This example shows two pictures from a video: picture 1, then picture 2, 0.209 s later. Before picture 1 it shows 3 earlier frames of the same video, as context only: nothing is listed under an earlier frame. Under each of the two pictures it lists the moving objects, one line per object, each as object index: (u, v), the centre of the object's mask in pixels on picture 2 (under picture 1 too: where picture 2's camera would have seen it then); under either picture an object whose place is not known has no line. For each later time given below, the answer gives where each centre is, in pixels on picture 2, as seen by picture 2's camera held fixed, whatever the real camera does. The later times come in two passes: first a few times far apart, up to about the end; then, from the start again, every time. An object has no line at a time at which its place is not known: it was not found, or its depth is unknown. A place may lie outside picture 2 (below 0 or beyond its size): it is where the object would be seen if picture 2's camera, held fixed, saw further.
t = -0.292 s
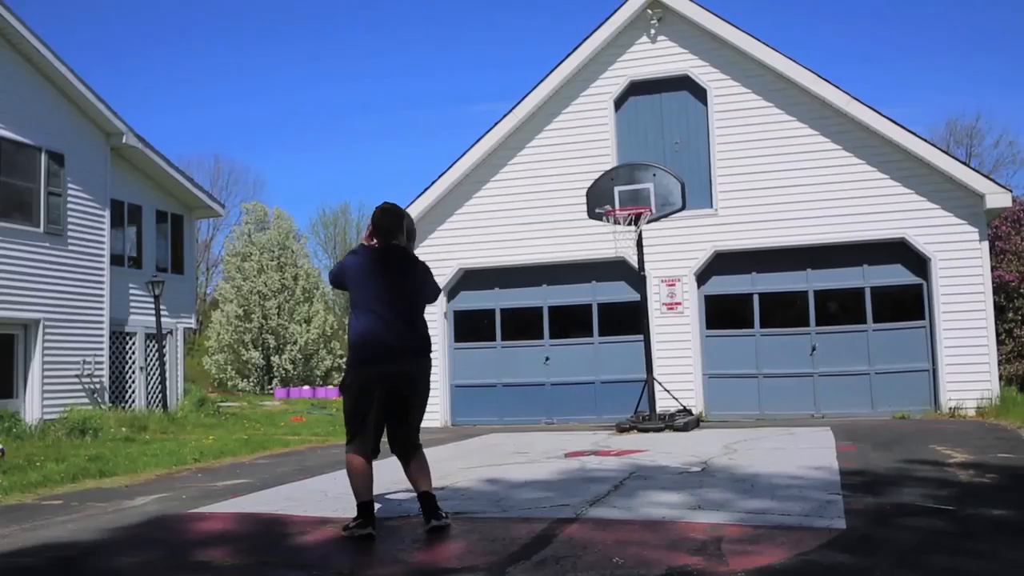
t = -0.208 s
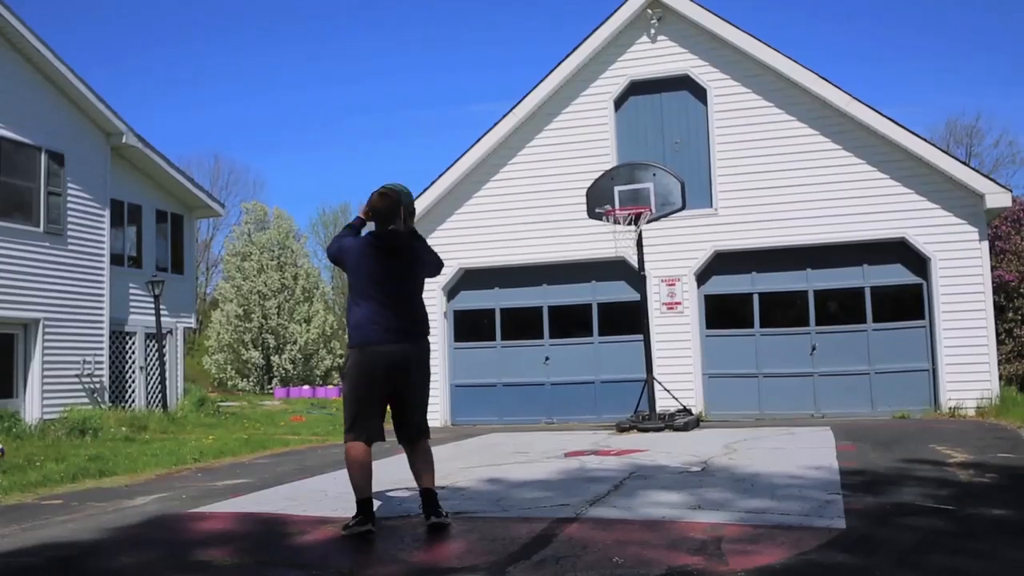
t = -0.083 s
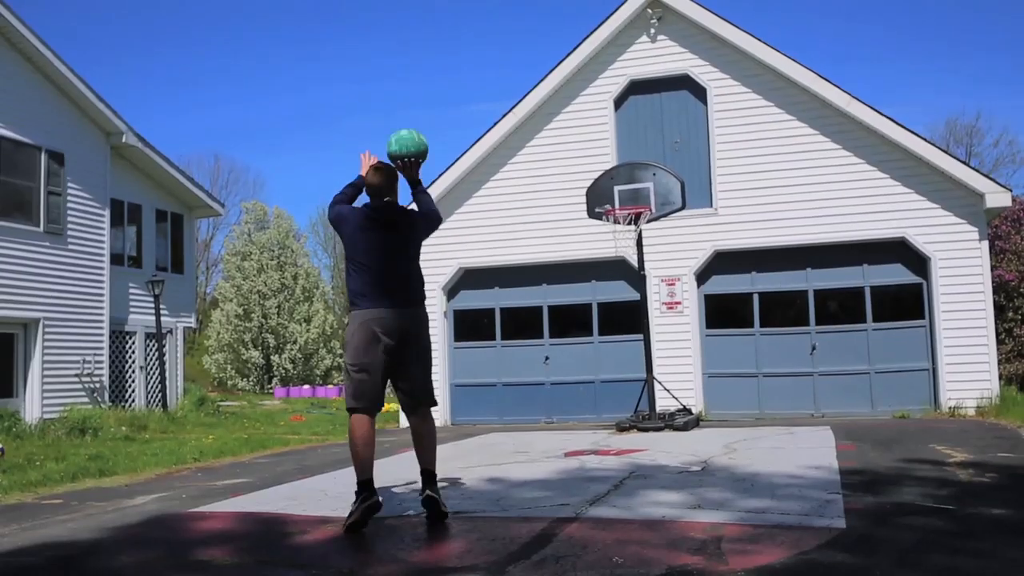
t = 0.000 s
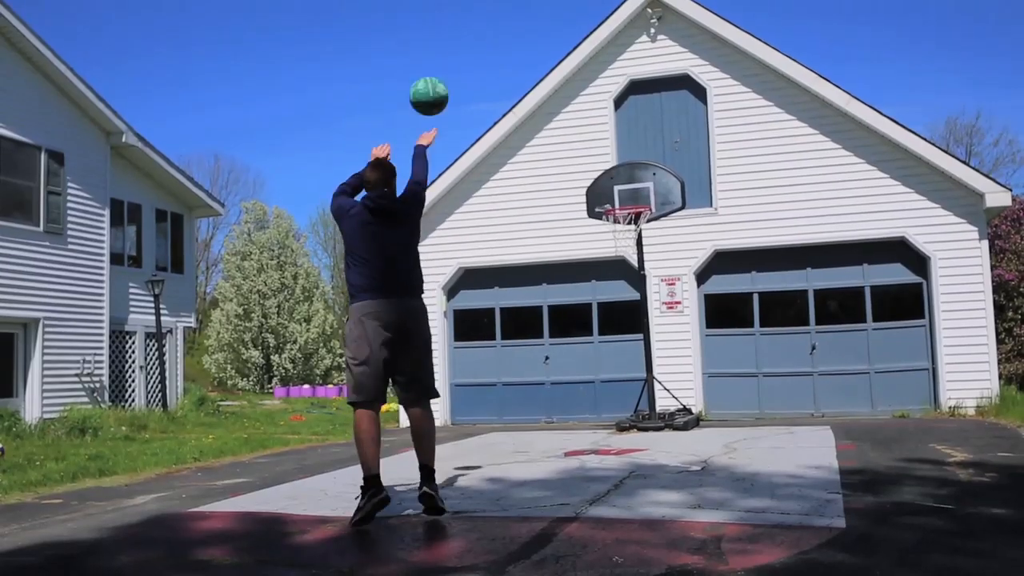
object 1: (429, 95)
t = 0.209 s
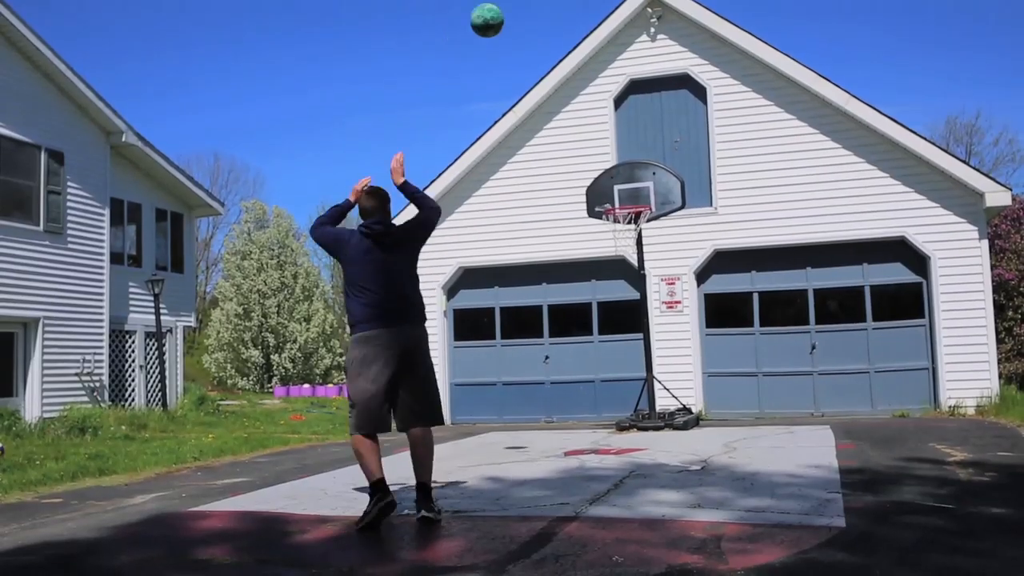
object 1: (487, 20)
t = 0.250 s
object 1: (496, 15)
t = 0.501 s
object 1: (547, 27)
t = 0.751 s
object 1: (588, 100)
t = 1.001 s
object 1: (623, 201)
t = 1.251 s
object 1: (680, 189)
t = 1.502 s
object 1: (748, 242)
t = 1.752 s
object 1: (836, 384)
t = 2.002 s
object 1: (911, 383)
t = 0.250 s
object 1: (496, 15)
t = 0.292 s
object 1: (506, 13)
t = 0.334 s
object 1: (515, 12)
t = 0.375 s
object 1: (523, 13)
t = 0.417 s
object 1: (531, 15)
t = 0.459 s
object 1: (539, 20)
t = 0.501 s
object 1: (547, 27)
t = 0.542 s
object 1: (554, 36)
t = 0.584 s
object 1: (561, 46)
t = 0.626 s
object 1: (568, 58)
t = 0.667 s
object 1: (575, 71)
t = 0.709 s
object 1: (581, 85)
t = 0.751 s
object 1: (588, 100)
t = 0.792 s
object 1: (594, 117)
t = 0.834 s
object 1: (600, 135)
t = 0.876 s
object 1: (606, 154)
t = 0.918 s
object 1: (612, 172)
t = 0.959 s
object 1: (617, 194)
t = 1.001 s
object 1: (623, 201)
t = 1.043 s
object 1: (632, 196)
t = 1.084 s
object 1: (642, 192)
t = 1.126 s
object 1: (651, 189)
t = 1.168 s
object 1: (660, 188)
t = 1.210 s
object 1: (670, 188)
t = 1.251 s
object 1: (680, 189)
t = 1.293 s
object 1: (690, 193)
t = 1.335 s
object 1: (701, 198)
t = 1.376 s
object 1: (712, 205)
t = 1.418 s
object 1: (724, 215)
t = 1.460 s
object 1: (736, 227)
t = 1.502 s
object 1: (748, 242)
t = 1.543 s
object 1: (762, 258)
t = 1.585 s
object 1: (775, 277)
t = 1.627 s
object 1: (789, 300)
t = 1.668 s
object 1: (804, 324)
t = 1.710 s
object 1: (819, 352)
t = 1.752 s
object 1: (836, 384)
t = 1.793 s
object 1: (852, 419)
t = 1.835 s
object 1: (866, 442)
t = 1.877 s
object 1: (878, 424)
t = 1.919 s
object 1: (888, 408)
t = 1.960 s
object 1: (899, 395)
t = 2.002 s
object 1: (911, 383)
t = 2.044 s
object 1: (923, 374)
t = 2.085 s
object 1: (961, 358)
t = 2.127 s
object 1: (1006, 366)
